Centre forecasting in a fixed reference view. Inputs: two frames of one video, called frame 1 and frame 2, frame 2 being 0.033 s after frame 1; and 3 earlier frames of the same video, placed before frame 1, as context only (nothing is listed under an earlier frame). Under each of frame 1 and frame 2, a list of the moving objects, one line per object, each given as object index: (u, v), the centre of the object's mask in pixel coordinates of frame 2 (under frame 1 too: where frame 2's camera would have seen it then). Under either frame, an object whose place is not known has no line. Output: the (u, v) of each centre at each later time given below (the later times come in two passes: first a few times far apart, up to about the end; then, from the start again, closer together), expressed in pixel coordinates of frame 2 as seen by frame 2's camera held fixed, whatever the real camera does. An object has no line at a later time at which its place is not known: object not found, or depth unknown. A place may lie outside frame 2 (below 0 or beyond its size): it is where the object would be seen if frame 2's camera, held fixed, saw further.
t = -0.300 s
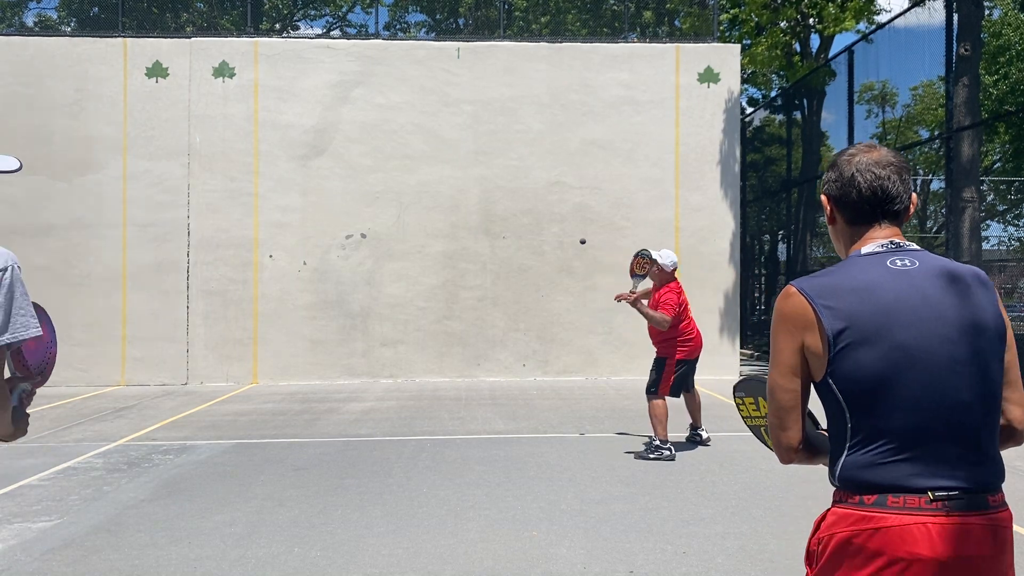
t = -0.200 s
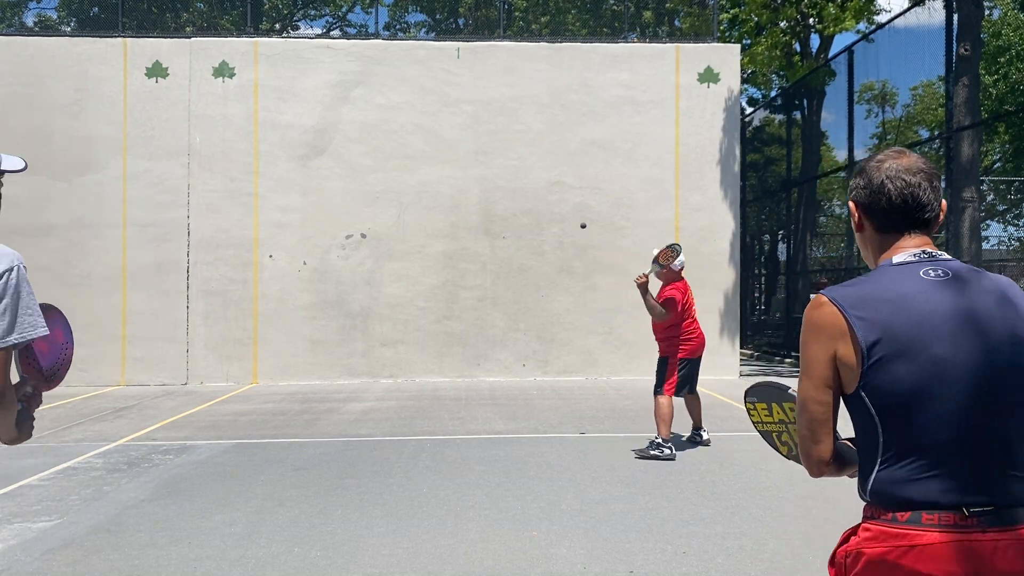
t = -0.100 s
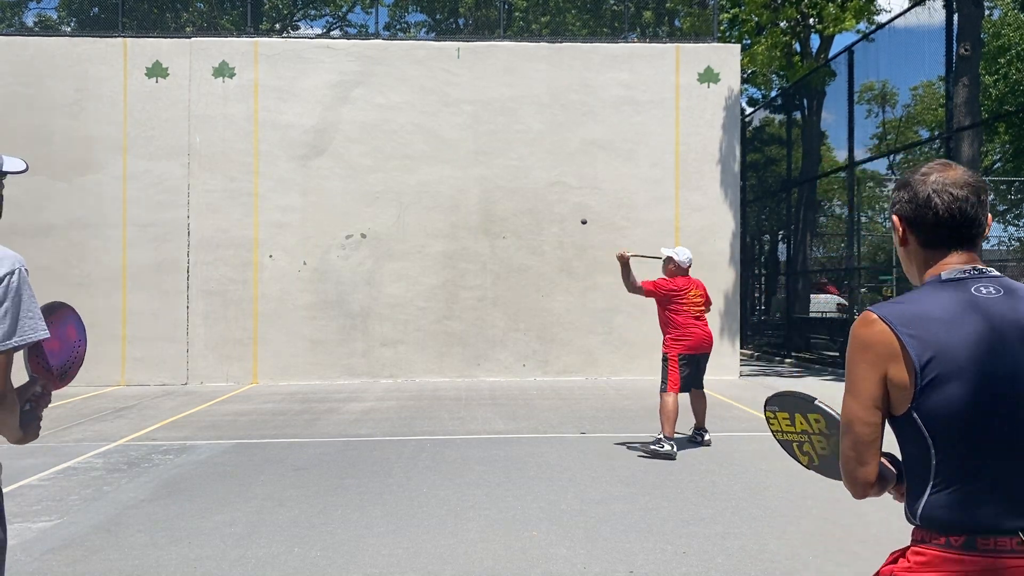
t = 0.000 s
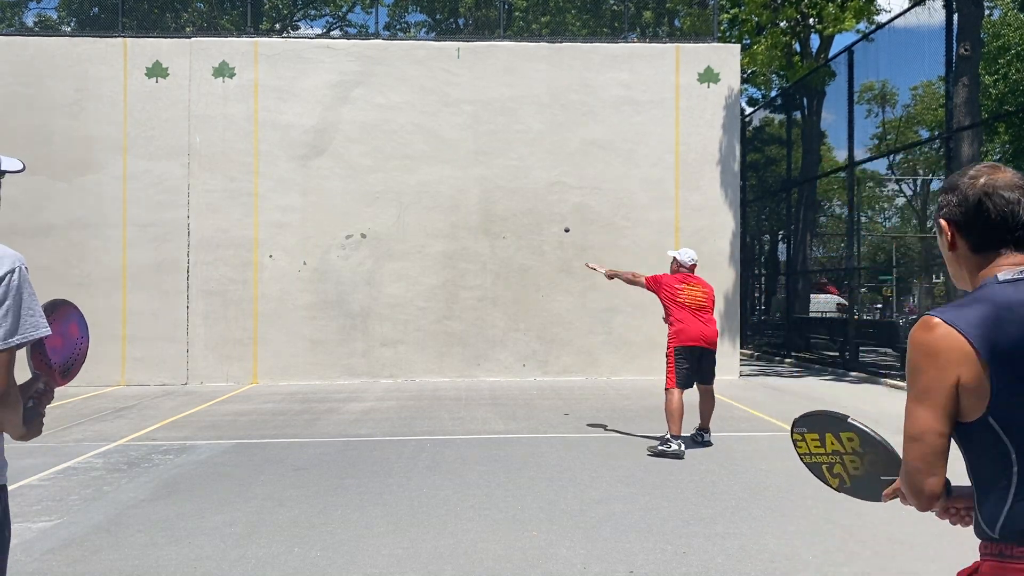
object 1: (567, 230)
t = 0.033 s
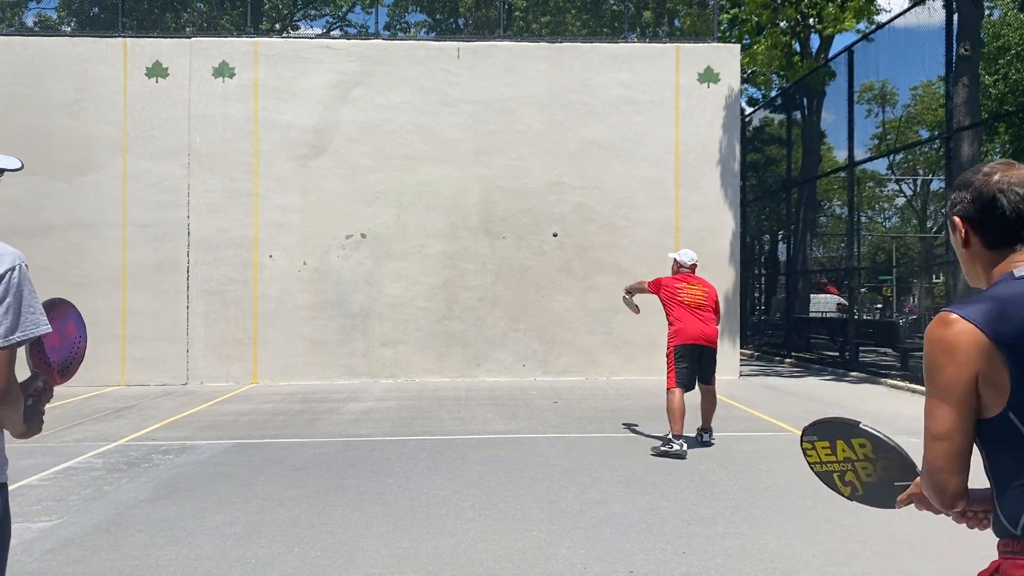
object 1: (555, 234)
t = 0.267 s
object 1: (527, 254)
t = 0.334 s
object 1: (526, 261)
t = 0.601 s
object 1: (519, 364)
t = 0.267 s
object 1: (527, 254)
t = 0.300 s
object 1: (526, 256)
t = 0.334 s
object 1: (526, 261)
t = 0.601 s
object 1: (519, 364)
